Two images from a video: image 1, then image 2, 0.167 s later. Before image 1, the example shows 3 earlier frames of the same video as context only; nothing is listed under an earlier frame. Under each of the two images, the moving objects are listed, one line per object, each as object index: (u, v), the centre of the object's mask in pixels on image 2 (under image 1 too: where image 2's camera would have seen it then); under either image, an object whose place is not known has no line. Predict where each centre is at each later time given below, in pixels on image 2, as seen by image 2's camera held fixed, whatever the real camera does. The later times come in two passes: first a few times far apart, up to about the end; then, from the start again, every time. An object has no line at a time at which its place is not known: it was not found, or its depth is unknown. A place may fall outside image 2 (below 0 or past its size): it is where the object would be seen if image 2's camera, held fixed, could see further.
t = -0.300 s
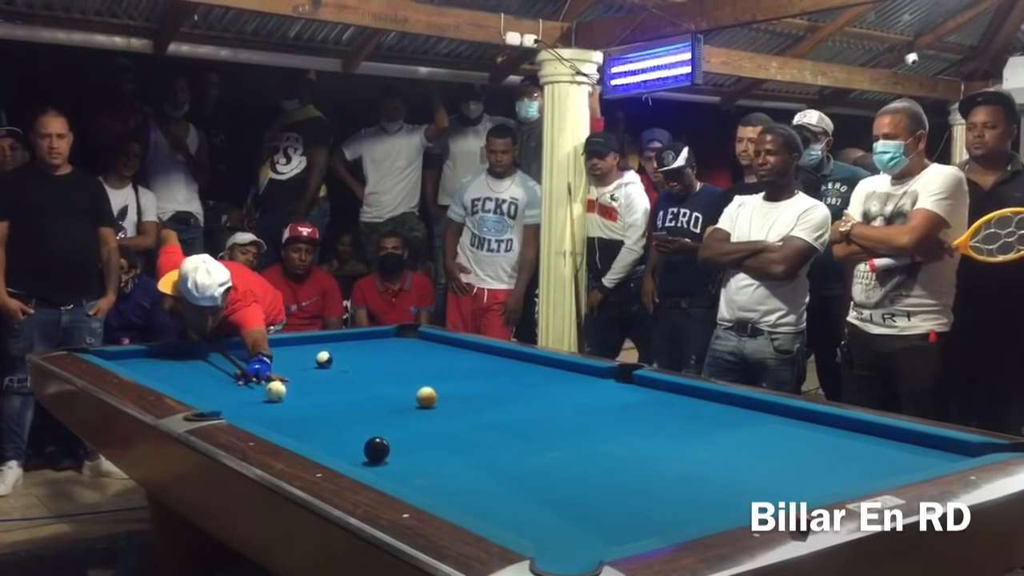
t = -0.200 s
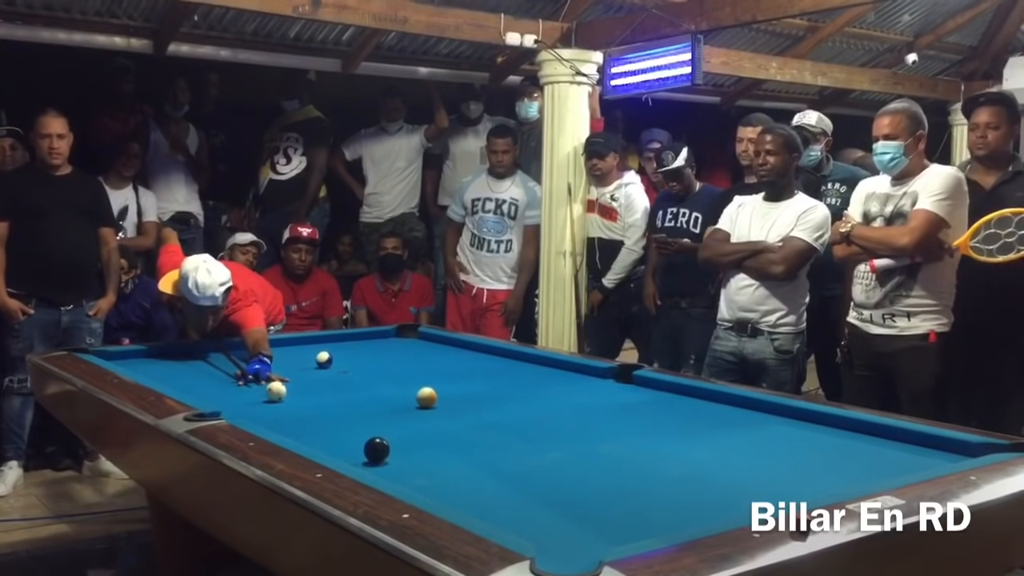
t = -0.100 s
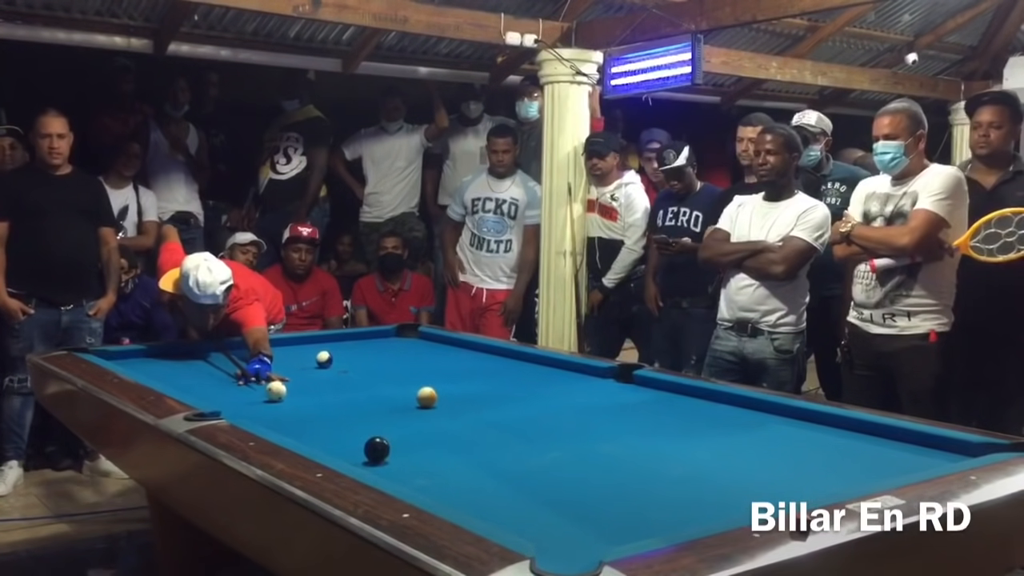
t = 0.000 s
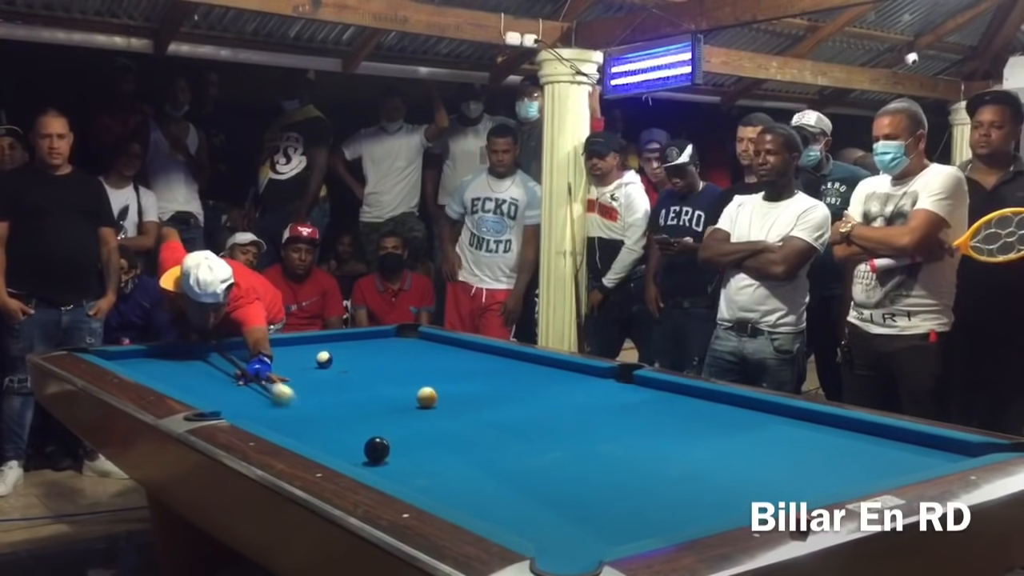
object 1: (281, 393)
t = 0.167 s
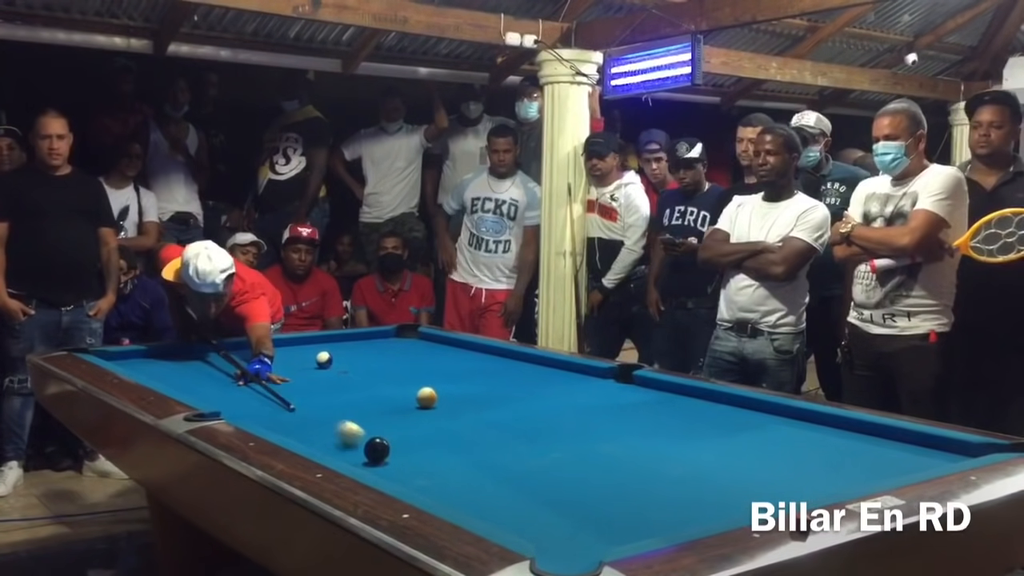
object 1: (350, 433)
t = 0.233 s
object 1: (366, 444)
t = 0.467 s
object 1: (353, 440)
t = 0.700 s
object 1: (340, 435)
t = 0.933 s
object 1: (329, 430)
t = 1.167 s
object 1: (318, 426)
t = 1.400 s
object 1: (309, 423)
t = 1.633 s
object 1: (300, 420)
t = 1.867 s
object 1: (293, 418)
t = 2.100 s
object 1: (287, 415)
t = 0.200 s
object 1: (360, 440)
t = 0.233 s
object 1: (366, 444)
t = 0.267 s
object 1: (365, 444)
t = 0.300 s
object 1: (363, 443)
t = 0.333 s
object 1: (361, 443)
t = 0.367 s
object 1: (359, 442)
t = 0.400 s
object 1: (357, 441)
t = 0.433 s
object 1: (355, 440)
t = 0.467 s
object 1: (353, 440)
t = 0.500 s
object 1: (351, 439)
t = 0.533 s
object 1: (349, 438)
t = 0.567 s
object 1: (348, 438)
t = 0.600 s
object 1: (346, 437)
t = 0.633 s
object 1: (344, 437)
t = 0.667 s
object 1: (342, 435)
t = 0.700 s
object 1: (340, 435)
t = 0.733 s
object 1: (338, 434)
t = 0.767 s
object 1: (337, 433)
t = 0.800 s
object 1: (335, 433)
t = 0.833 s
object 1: (334, 432)
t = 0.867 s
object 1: (332, 431)
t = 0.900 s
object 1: (330, 431)
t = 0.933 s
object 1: (329, 430)
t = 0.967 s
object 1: (327, 430)
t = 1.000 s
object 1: (325, 429)
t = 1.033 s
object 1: (324, 428)
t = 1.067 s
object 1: (323, 428)
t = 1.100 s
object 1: (321, 427)
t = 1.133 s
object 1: (320, 427)
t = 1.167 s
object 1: (318, 426)
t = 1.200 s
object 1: (317, 426)
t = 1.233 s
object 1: (315, 425)
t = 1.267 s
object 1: (314, 425)
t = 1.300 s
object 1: (313, 424)
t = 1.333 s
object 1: (311, 424)
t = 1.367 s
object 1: (310, 423)
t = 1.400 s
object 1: (309, 423)
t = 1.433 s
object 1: (308, 422)
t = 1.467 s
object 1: (306, 422)
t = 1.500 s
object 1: (305, 422)
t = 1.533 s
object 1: (304, 421)
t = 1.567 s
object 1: (302, 421)
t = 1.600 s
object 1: (301, 420)
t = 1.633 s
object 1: (300, 420)
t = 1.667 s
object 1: (299, 420)
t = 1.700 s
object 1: (298, 419)
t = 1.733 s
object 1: (297, 419)
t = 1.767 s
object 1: (296, 419)
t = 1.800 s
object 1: (295, 418)
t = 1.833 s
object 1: (294, 418)
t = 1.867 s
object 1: (293, 418)
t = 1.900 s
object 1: (292, 417)
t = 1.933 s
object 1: (291, 417)
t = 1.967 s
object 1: (290, 416)
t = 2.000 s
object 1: (289, 416)
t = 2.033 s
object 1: (288, 416)
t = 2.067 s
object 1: (288, 416)
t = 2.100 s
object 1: (287, 415)
